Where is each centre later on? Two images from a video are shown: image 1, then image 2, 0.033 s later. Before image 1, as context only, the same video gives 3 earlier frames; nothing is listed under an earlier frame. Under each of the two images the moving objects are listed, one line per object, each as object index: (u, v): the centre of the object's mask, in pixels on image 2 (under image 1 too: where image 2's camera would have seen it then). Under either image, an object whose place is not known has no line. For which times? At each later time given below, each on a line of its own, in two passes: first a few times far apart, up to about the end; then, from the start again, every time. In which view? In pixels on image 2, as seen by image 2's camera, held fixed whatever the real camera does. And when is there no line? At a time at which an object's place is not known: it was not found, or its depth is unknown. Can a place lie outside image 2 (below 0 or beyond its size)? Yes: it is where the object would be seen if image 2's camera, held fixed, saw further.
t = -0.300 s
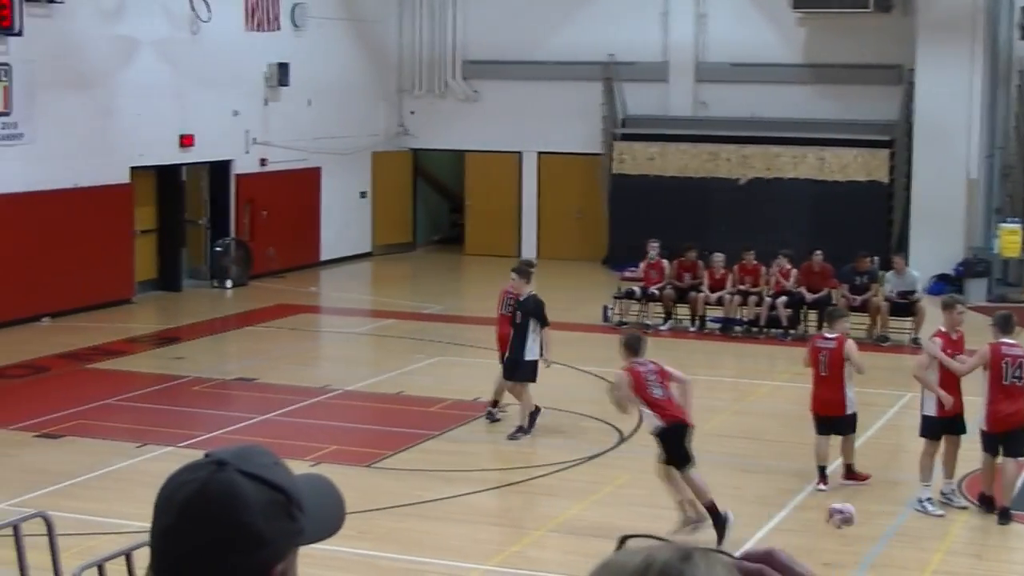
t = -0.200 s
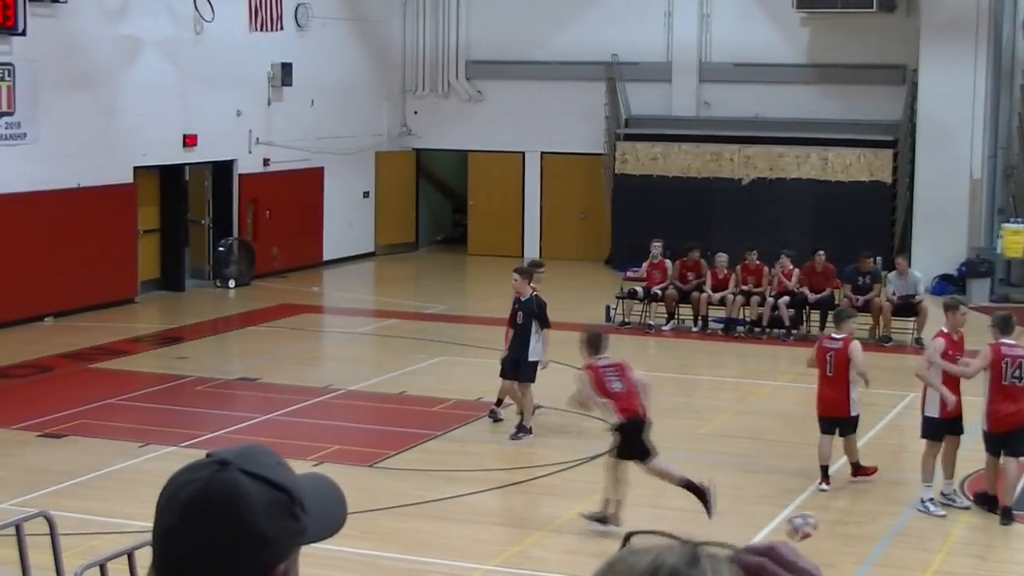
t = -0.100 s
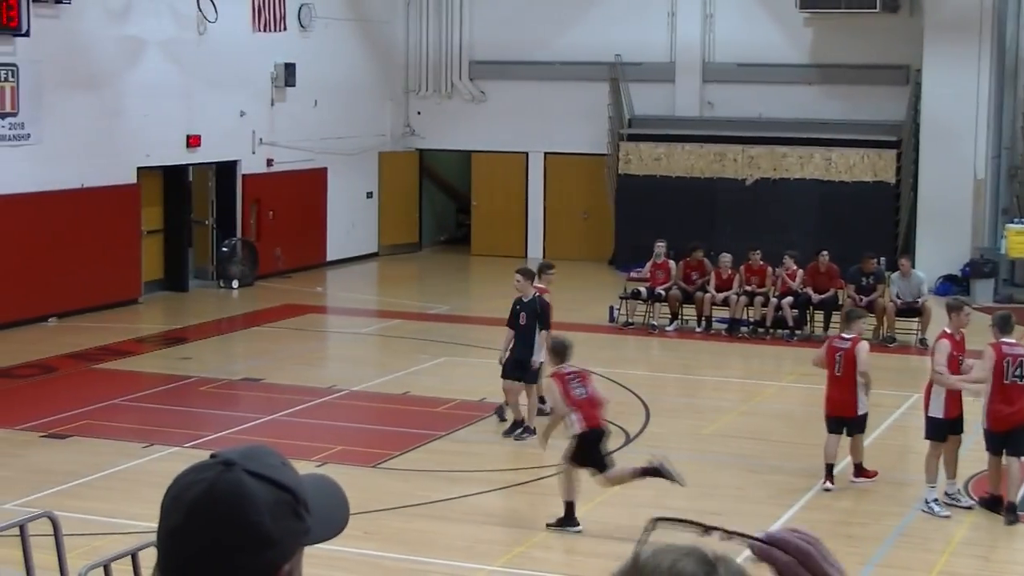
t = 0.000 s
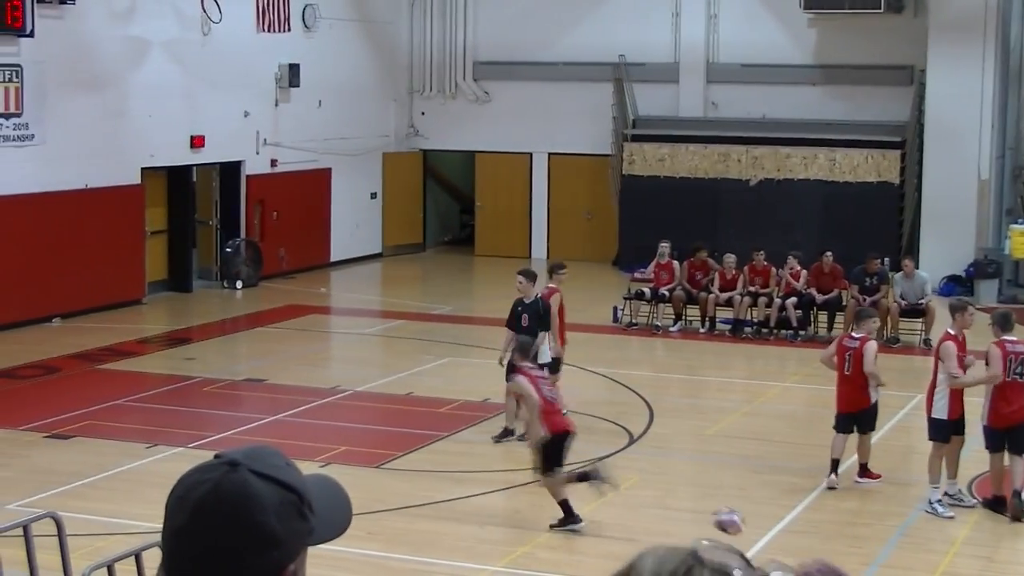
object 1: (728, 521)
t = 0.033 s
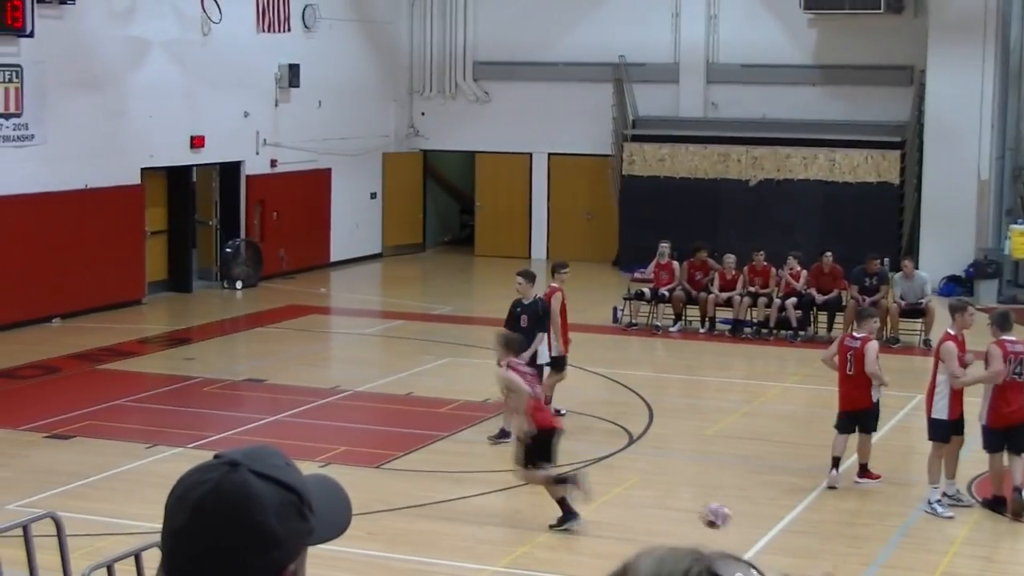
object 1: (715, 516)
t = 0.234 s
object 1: (637, 510)
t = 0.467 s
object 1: (550, 511)
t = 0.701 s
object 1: (467, 508)
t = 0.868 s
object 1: (412, 506)
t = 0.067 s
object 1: (701, 512)
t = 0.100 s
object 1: (687, 509)
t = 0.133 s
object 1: (675, 508)
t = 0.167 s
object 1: (662, 507)
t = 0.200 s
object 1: (650, 508)
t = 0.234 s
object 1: (637, 510)
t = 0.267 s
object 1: (624, 514)
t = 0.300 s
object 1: (611, 520)
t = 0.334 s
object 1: (598, 528)
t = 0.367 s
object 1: (587, 534)
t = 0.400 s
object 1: (574, 525)
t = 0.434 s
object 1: (562, 517)
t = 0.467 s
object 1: (550, 511)
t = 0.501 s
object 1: (538, 507)
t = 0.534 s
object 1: (525, 504)
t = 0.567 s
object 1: (513, 503)
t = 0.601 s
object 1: (503, 502)
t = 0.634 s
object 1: (491, 503)
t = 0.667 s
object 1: (479, 505)
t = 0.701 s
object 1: (467, 508)
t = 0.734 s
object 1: (455, 514)
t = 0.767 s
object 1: (443, 520)
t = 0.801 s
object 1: (433, 519)
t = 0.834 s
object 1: (423, 511)
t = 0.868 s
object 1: (412, 506)
